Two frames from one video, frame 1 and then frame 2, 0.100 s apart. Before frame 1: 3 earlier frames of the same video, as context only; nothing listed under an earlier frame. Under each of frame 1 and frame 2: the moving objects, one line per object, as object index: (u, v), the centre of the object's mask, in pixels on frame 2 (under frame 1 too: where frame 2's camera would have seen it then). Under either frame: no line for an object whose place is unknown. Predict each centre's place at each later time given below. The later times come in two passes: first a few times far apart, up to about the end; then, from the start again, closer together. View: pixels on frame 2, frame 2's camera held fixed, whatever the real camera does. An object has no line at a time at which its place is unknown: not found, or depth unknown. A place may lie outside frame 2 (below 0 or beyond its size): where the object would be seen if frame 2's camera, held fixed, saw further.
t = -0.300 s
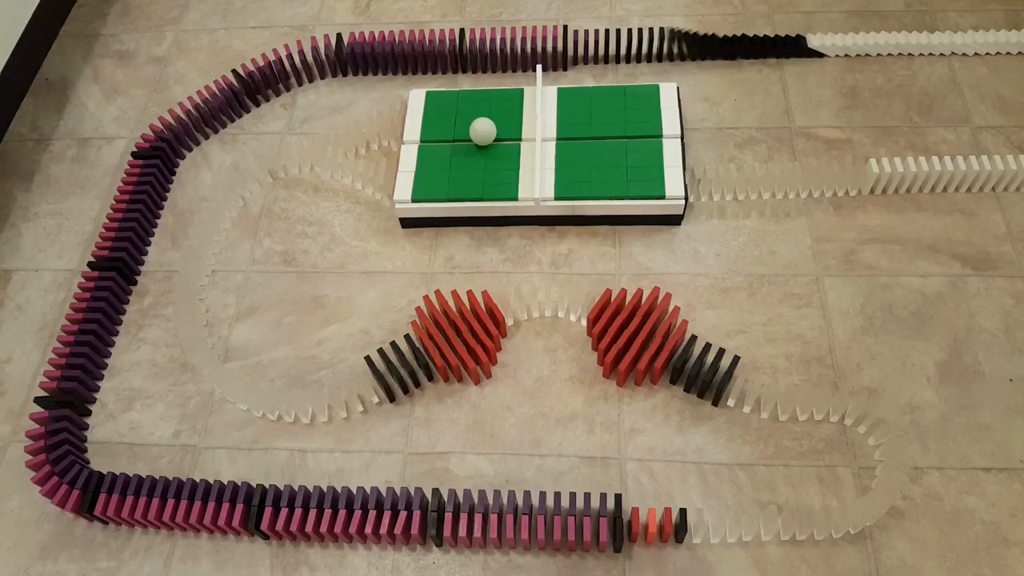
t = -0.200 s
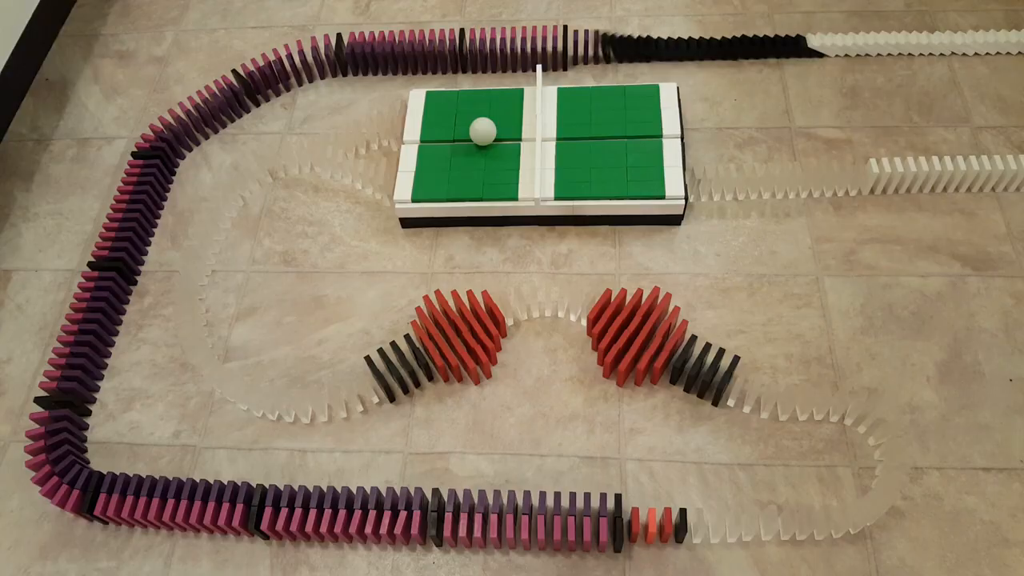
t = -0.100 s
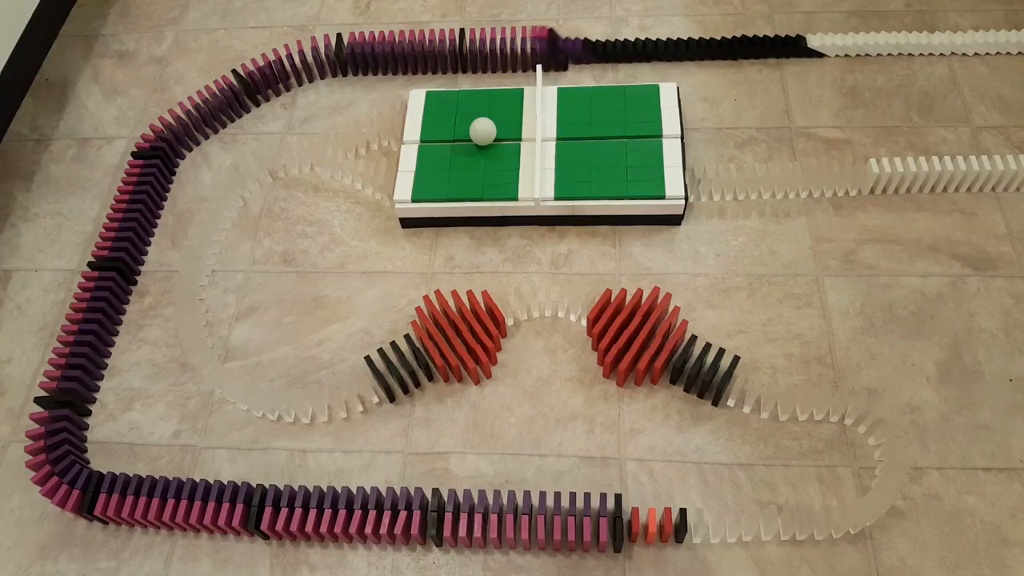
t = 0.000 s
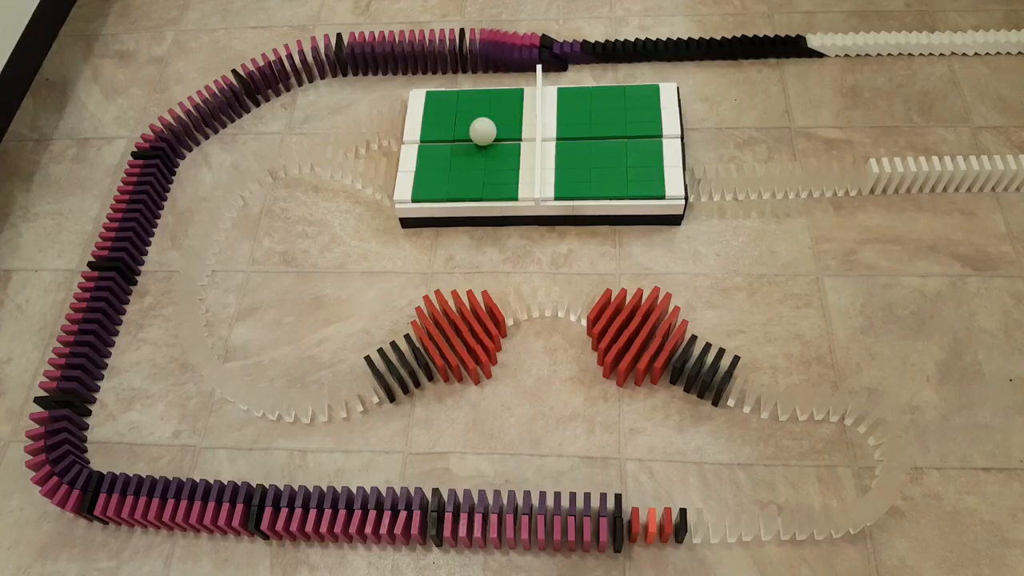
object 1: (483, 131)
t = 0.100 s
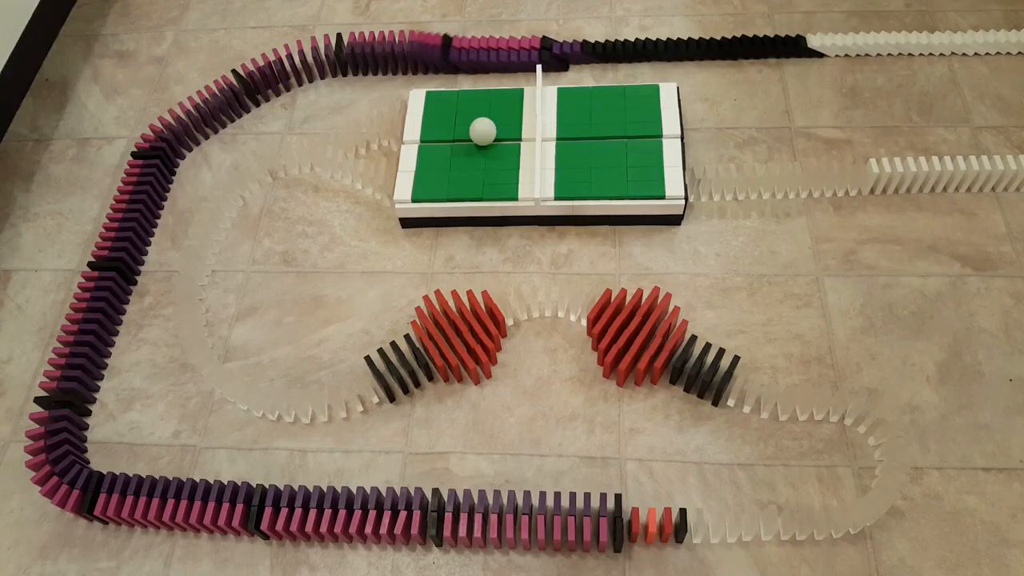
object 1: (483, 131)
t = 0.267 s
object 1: (483, 131)
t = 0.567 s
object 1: (483, 131)
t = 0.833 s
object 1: (483, 131)
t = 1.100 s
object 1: (483, 131)
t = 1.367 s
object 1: (483, 131)
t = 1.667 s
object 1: (483, 131)
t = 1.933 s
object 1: (483, 131)
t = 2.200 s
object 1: (483, 131)
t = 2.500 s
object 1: (483, 131)
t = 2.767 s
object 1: (483, 131)
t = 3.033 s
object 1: (483, 131)
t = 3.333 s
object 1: (483, 131)
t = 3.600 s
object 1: (483, 131)
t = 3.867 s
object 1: (483, 130)
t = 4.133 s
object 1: (476, 129)
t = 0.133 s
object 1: (483, 131)
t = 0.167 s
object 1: (483, 131)
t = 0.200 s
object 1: (483, 131)
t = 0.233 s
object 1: (483, 131)
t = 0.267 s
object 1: (483, 131)
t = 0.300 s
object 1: (483, 131)
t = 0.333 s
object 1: (483, 131)
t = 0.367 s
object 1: (483, 131)
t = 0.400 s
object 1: (483, 131)
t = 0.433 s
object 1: (483, 131)
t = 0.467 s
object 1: (483, 131)
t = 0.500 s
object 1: (483, 131)
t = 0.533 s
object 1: (483, 131)
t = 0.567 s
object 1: (483, 131)
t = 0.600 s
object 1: (483, 131)
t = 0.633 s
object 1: (483, 131)
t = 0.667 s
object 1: (483, 131)
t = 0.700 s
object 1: (483, 131)
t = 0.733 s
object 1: (483, 131)
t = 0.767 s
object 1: (483, 131)
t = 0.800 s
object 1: (483, 131)
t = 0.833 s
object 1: (483, 131)
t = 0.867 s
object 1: (483, 131)
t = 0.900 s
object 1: (483, 131)
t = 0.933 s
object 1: (483, 131)
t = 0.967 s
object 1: (483, 131)
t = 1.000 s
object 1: (483, 131)
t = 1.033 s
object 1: (483, 131)
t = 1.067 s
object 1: (483, 131)
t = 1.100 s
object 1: (483, 131)
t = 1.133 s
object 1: (483, 131)
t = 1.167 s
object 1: (483, 131)
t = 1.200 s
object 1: (483, 131)
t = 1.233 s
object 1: (483, 131)
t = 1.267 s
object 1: (483, 131)
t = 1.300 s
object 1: (483, 131)
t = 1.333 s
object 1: (483, 131)
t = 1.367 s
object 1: (483, 131)
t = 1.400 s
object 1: (483, 131)
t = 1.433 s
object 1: (483, 131)
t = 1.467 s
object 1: (483, 131)
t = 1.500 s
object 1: (483, 131)
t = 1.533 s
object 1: (483, 131)
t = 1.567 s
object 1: (483, 131)
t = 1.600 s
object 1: (483, 131)
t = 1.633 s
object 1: (483, 131)
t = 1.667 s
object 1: (483, 131)
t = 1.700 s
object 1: (483, 131)
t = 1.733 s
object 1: (483, 131)
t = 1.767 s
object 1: (483, 131)
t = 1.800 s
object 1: (483, 131)
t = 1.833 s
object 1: (483, 131)
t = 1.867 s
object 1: (483, 131)
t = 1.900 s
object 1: (483, 131)
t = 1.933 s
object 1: (483, 131)
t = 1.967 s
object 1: (483, 131)
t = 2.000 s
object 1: (483, 131)
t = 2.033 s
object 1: (483, 131)
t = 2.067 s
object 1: (483, 131)
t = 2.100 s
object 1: (483, 131)
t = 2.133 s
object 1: (483, 131)
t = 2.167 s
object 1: (483, 131)
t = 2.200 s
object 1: (483, 131)
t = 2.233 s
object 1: (483, 131)
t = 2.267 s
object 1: (483, 131)
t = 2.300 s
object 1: (483, 131)
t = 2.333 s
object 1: (483, 131)
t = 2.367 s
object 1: (483, 131)
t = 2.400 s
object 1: (483, 131)
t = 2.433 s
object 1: (483, 131)
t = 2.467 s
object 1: (483, 131)
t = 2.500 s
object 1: (483, 131)
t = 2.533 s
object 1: (483, 131)
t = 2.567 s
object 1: (483, 131)
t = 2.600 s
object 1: (483, 131)
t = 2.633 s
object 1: (483, 131)
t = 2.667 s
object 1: (483, 131)
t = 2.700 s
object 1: (483, 131)
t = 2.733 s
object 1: (483, 131)
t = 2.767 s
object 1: (483, 131)
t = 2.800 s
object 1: (483, 131)
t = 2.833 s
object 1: (483, 131)
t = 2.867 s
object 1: (483, 131)
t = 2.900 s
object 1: (483, 131)
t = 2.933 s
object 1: (483, 131)
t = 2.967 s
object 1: (483, 131)
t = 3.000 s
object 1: (483, 131)
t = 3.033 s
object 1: (483, 131)
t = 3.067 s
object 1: (483, 131)
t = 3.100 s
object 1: (483, 131)
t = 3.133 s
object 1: (483, 131)
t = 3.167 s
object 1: (483, 131)
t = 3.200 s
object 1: (483, 131)
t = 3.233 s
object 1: (483, 131)
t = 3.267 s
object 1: (483, 131)
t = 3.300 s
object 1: (483, 131)
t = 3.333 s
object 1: (483, 131)
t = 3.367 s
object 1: (483, 131)
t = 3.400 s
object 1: (483, 131)
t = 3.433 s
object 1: (483, 131)
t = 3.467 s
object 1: (483, 131)
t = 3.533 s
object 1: (483, 131)
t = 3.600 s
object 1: (483, 131)
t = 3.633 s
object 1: (483, 131)
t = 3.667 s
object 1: (483, 131)
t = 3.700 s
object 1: (483, 131)
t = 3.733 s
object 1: (483, 131)
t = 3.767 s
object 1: (483, 131)
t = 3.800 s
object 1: (483, 131)
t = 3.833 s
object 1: (483, 131)
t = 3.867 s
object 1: (483, 130)
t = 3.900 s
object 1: (483, 129)
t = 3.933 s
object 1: (483, 128)
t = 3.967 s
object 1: (483, 128)
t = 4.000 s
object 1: (483, 127)
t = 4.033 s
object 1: (482, 125)
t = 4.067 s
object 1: (481, 126)
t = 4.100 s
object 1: (479, 128)
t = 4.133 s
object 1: (476, 129)
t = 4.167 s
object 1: (473, 129)
